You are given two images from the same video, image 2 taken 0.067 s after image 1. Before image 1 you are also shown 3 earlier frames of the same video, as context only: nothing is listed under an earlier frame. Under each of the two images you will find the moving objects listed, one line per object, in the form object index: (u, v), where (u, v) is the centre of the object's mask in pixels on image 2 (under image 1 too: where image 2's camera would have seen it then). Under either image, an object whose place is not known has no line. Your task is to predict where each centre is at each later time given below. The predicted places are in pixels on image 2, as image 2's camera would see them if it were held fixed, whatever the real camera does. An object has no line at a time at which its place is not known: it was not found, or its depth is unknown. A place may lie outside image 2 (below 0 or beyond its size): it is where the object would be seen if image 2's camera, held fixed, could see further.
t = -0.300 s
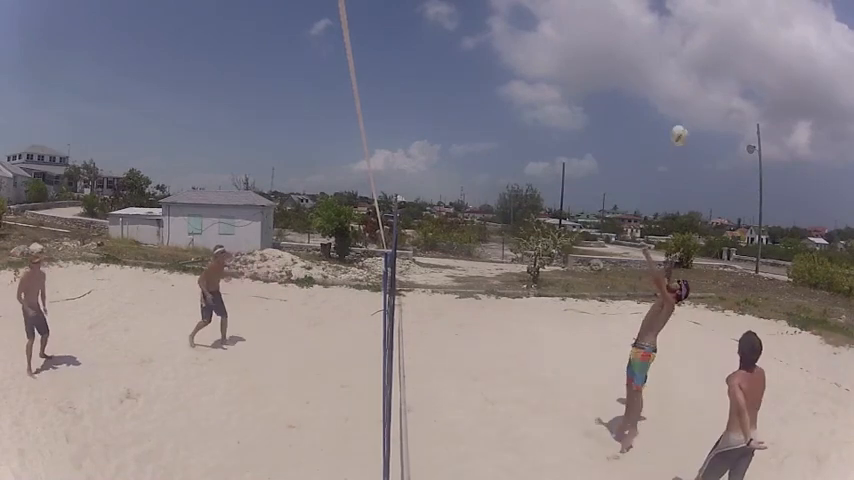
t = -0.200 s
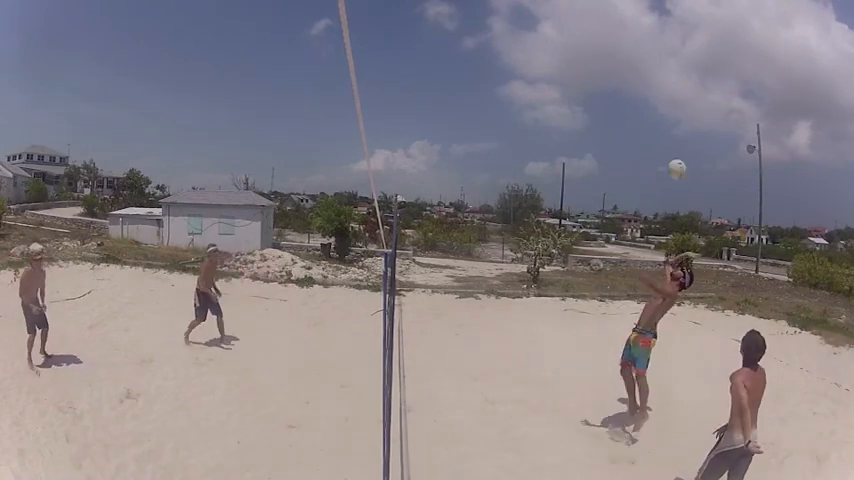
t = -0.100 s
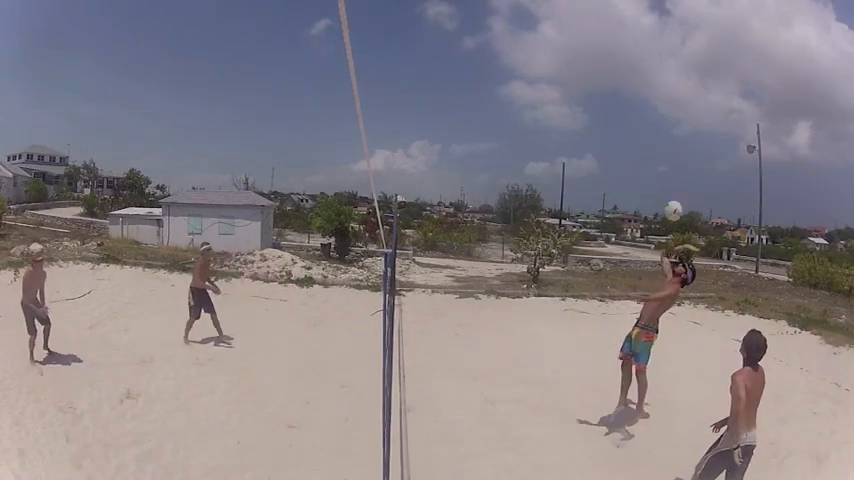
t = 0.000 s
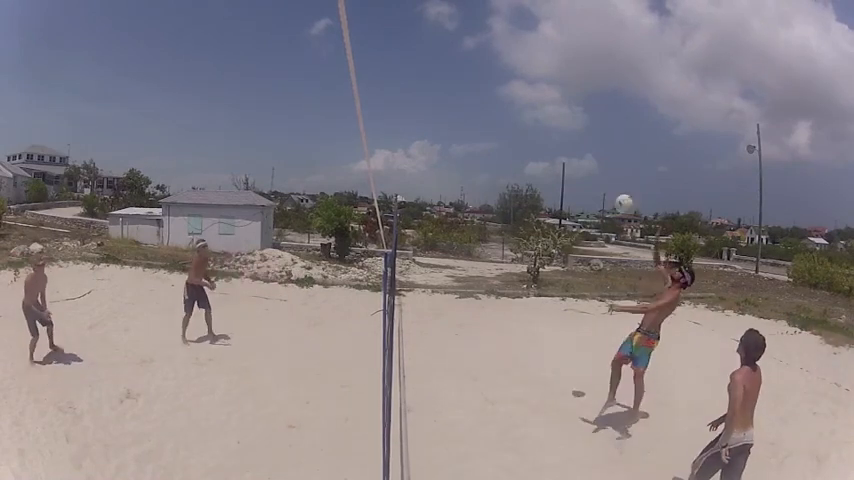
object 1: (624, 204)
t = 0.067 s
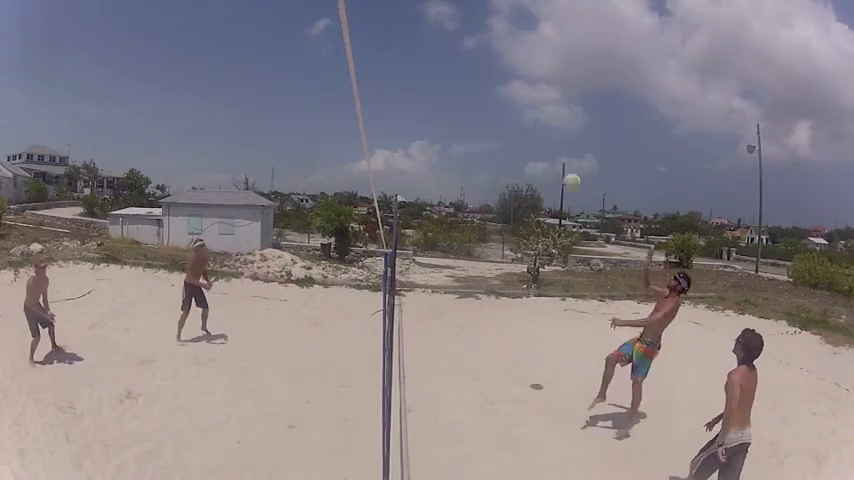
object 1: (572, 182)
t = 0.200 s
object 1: (471, 156)
